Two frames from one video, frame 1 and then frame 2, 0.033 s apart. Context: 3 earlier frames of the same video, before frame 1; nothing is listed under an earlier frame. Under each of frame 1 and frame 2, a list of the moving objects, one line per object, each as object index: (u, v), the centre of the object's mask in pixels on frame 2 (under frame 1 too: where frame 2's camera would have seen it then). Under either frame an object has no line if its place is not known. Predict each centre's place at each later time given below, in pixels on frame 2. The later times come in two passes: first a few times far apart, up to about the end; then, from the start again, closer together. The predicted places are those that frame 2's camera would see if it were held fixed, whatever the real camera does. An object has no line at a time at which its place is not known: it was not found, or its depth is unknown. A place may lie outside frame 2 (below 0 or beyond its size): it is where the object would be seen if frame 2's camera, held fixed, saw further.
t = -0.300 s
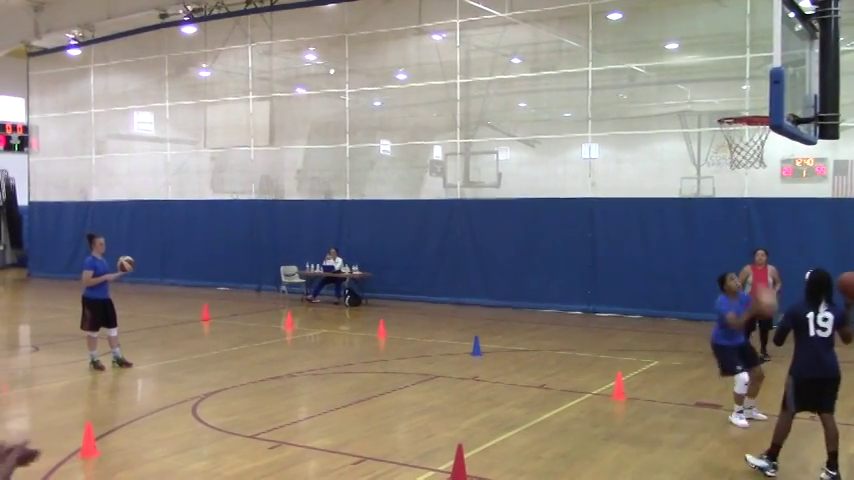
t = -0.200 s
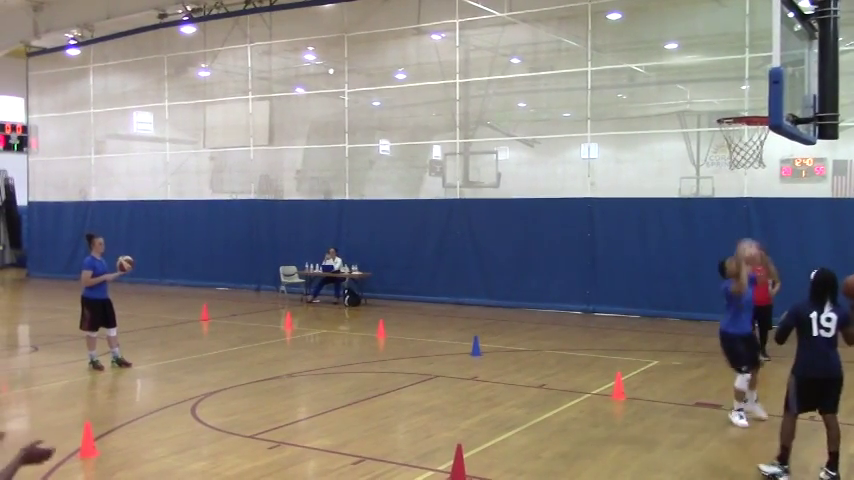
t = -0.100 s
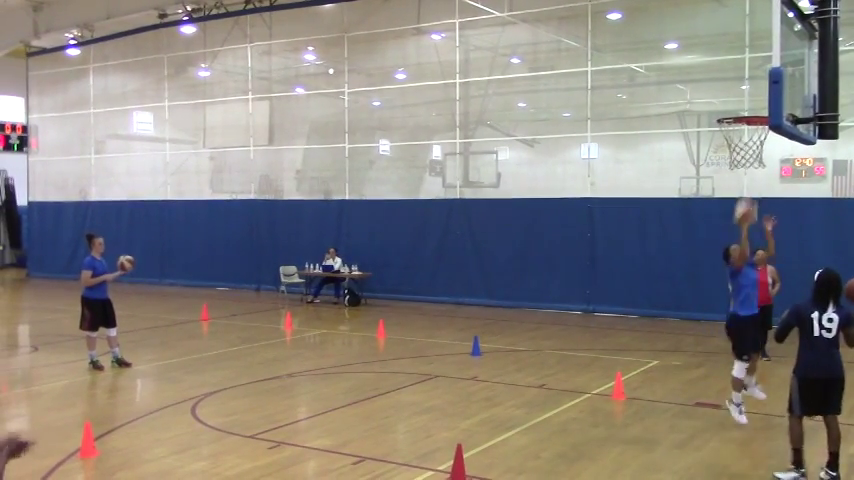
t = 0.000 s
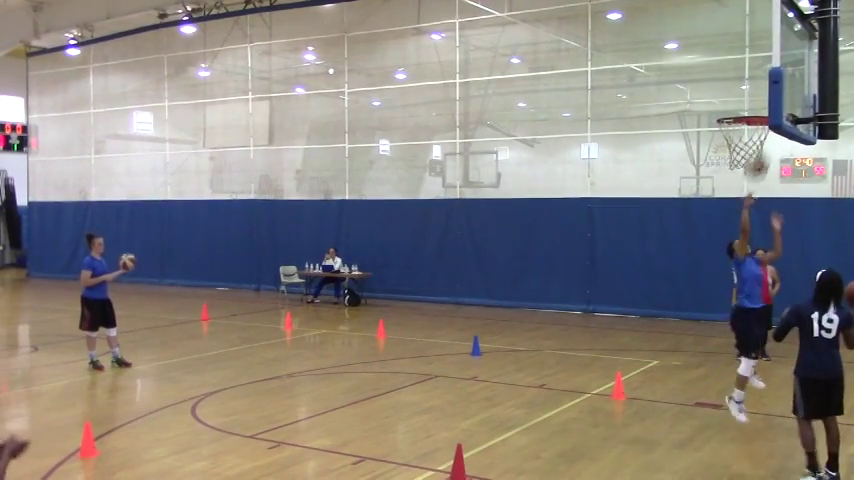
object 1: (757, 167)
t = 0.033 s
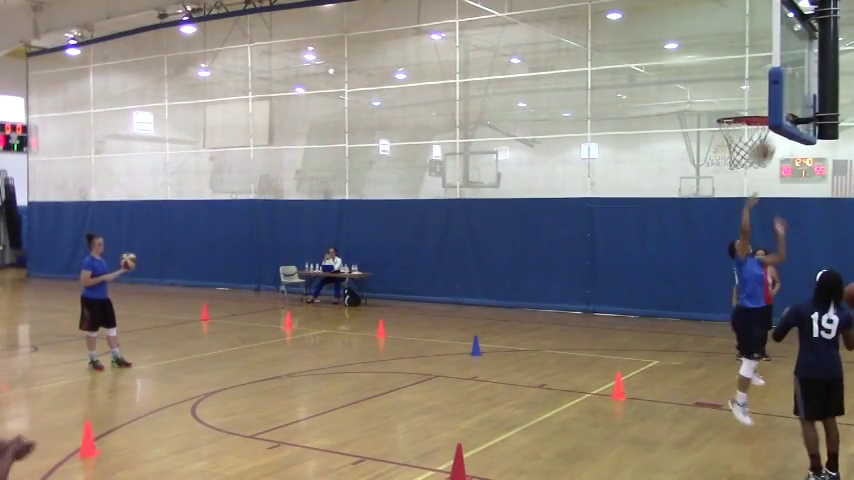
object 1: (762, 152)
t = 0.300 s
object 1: (758, 88)
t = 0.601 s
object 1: (714, 100)
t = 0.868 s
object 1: (692, 138)
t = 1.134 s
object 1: (669, 257)
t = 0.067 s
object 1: (765, 138)
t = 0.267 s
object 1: (761, 91)
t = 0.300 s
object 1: (758, 88)
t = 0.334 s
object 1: (753, 89)
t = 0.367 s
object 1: (747, 90)
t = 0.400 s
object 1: (740, 93)
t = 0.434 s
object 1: (733, 97)
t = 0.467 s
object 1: (725, 104)
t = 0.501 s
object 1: (721, 105)
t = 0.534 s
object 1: (718, 103)
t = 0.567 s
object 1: (716, 101)
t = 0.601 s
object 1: (714, 100)
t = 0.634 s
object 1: (711, 101)
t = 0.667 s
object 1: (708, 102)
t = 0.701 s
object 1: (706, 105)
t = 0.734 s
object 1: (704, 109)
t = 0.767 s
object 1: (702, 114)
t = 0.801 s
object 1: (697, 121)
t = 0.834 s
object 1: (694, 128)
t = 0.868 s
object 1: (692, 138)
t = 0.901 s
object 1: (689, 147)
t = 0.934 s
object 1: (684, 162)
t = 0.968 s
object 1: (683, 174)
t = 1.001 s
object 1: (680, 189)
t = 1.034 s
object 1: (676, 206)
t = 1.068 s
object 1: (675, 219)
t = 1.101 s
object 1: (672, 238)
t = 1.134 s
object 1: (669, 257)
